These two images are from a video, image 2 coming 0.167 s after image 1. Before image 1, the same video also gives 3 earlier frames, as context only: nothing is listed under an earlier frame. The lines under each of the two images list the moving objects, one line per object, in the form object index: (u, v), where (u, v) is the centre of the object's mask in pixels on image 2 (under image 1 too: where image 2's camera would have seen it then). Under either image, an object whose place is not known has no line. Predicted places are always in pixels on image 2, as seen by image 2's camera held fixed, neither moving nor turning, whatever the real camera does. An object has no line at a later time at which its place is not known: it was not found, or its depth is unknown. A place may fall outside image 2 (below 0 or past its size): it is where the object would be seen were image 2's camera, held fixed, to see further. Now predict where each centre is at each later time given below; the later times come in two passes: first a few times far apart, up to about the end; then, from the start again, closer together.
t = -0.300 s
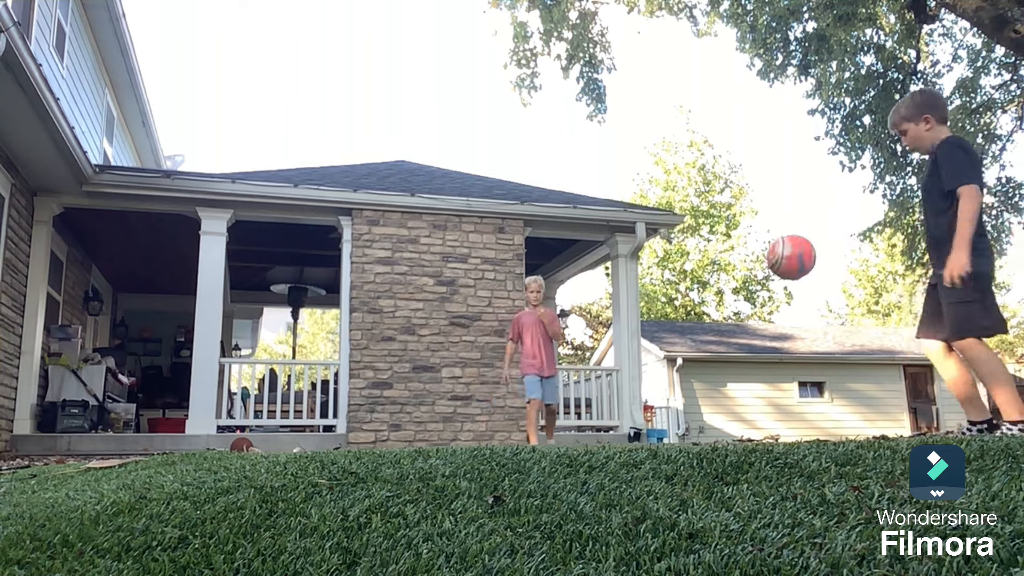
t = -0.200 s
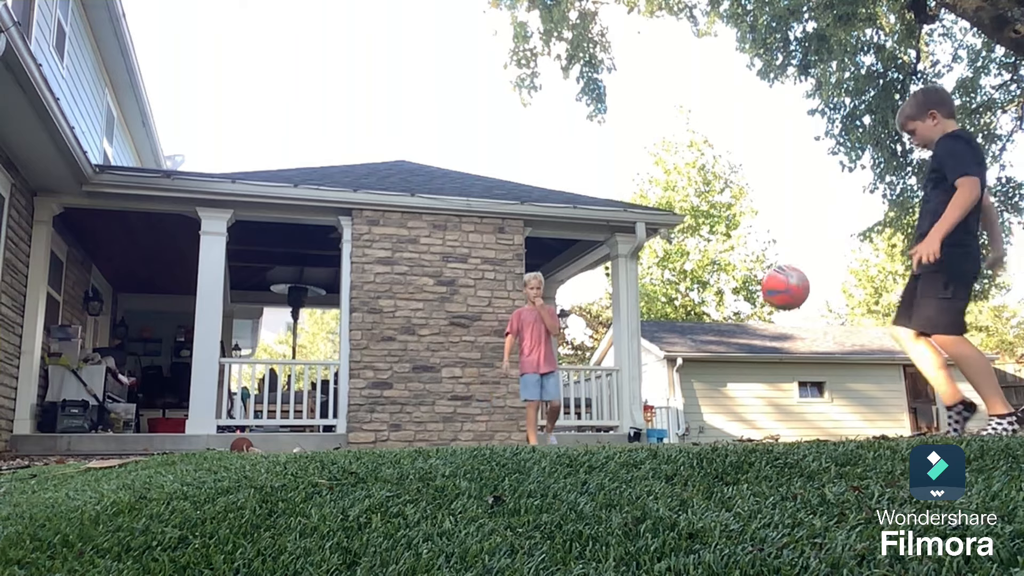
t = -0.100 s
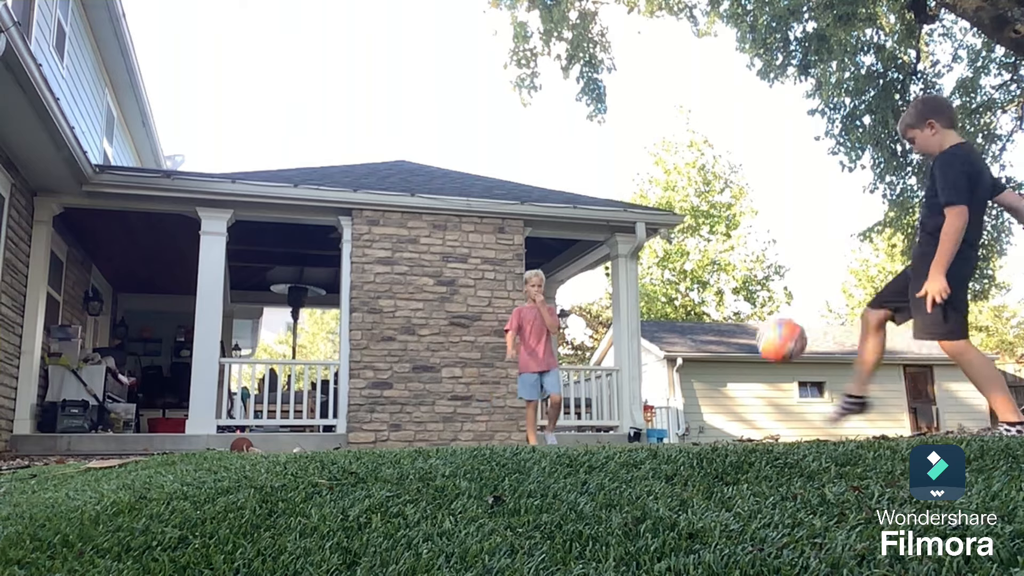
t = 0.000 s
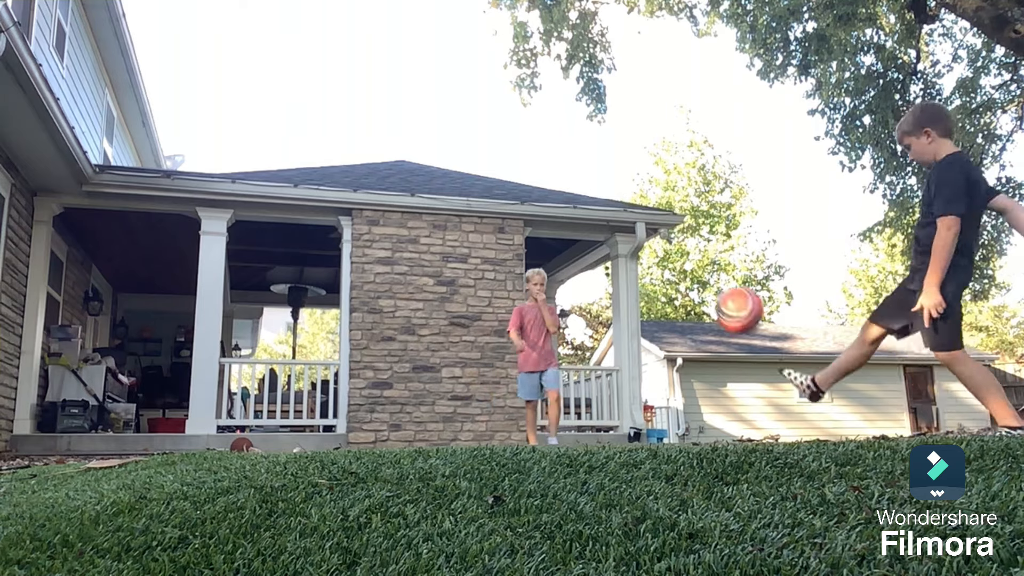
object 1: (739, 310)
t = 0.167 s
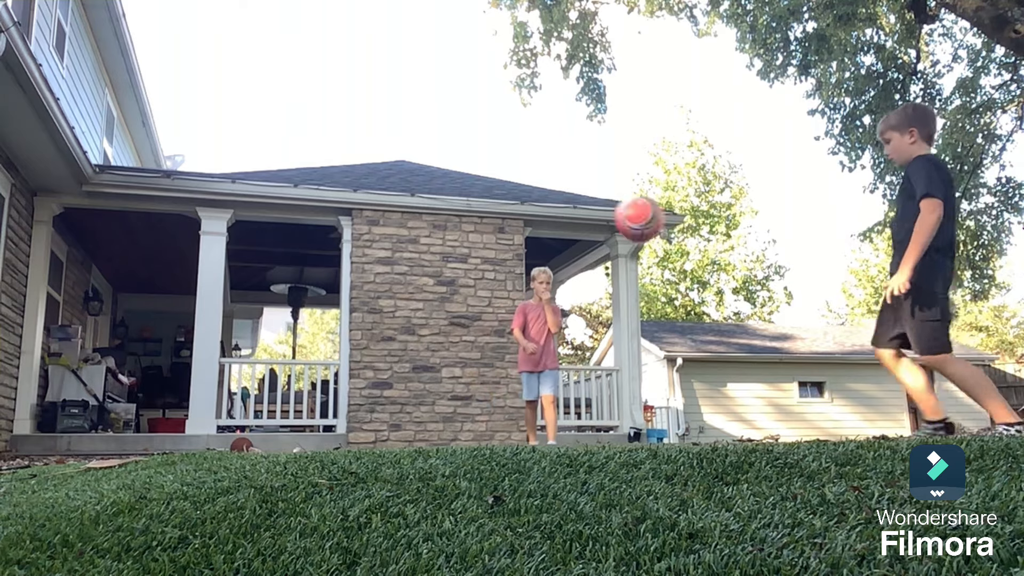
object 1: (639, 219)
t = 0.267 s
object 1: (581, 196)
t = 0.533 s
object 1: (430, 236)
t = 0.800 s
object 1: (271, 429)
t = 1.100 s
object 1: (117, 275)
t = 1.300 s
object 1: (12, 300)
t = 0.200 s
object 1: (619, 208)
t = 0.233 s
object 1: (601, 201)
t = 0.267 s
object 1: (581, 196)
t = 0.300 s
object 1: (562, 193)
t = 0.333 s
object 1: (544, 192)
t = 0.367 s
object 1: (524, 193)
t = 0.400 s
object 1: (505, 197)
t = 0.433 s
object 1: (486, 201)
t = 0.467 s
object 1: (468, 211)
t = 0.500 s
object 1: (450, 222)
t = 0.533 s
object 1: (430, 236)
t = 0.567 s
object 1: (411, 252)
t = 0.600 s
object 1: (392, 271)
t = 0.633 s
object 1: (372, 292)
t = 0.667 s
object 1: (353, 316)
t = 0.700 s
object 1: (332, 344)
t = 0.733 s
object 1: (311, 375)
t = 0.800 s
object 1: (271, 429)
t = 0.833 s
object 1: (255, 405)
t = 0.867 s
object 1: (238, 379)
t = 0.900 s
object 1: (221, 355)
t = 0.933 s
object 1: (205, 336)
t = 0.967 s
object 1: (188, 318)
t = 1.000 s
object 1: (171, 304)
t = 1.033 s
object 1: (154, 291)
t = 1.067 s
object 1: (136, 282)
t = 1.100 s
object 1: (117, 275)
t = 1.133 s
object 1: (98, 272)
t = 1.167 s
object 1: (78, 272)
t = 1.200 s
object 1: (59, 274)
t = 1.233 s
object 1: (38, 280)
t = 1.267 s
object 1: (24, 289)
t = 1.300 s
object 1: (12, 300)
